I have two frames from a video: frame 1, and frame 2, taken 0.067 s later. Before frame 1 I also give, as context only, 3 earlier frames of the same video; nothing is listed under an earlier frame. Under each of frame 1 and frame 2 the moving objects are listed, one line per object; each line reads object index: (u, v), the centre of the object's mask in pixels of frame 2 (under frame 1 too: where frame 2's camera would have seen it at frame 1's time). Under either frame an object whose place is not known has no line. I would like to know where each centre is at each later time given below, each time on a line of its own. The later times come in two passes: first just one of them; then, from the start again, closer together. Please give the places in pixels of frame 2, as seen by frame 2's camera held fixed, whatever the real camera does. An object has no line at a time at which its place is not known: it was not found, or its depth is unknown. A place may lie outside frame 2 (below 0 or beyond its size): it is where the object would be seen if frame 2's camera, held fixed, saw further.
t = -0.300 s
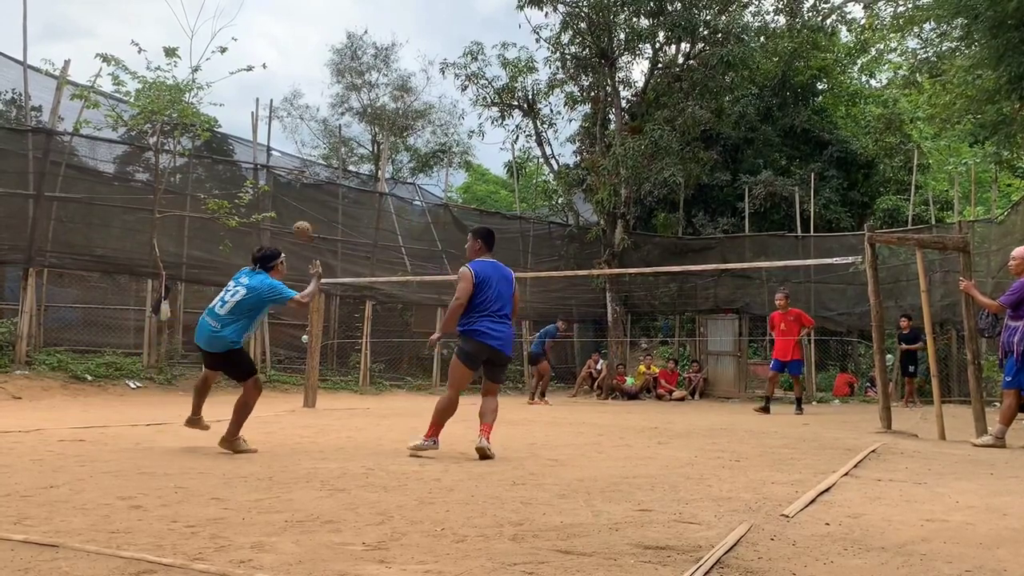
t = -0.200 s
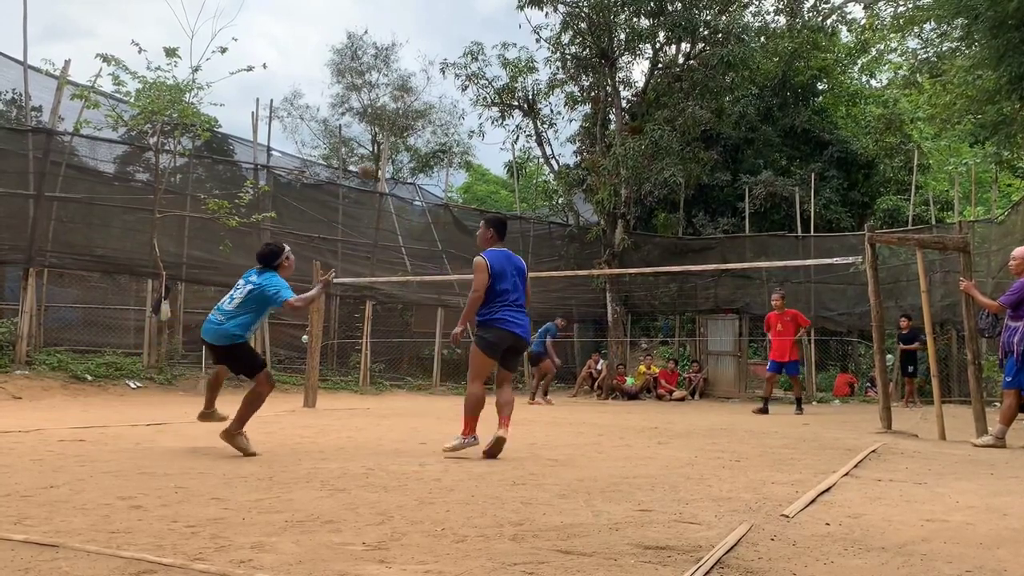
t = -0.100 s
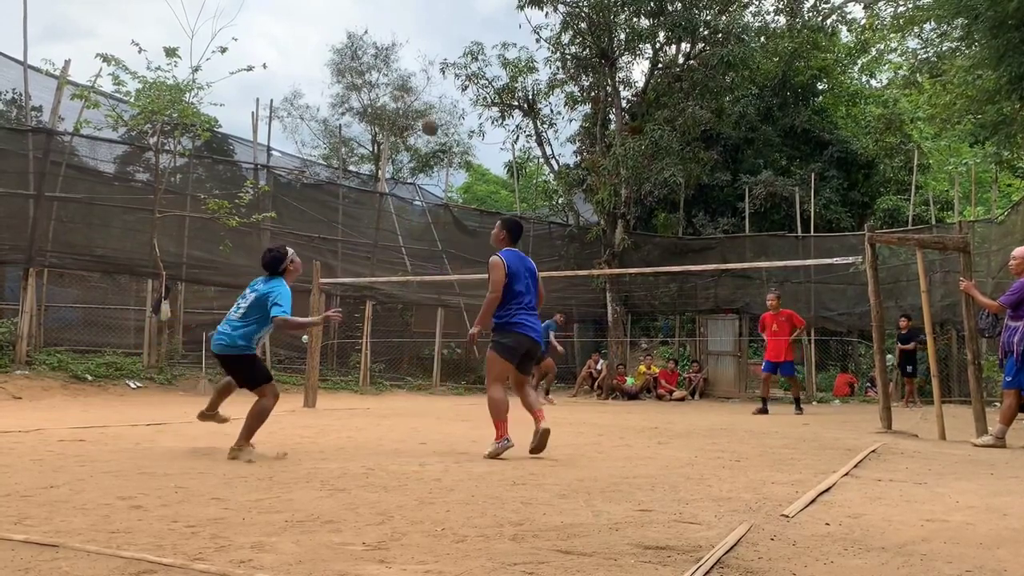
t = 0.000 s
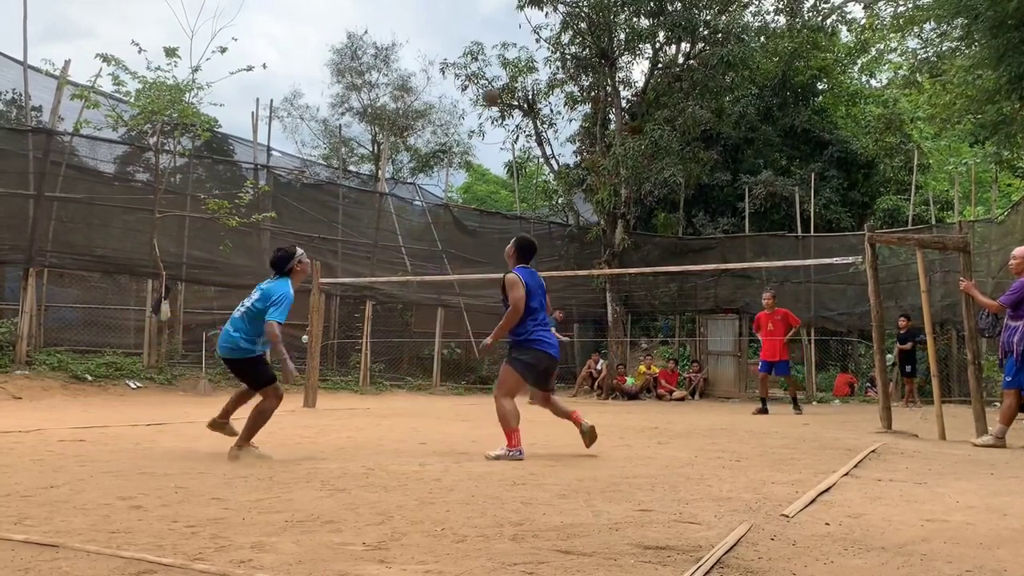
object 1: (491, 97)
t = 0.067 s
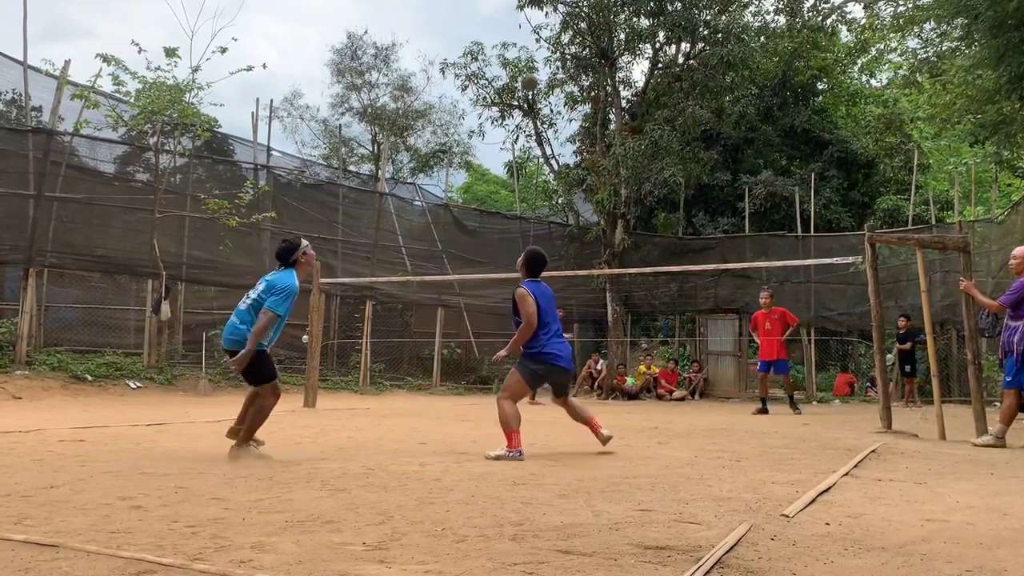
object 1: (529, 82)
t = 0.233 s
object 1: (623, 71)
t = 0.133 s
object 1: (568, 74)
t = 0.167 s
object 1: (585, 71)
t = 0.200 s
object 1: (606, 70)
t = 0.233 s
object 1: (623, 71)
